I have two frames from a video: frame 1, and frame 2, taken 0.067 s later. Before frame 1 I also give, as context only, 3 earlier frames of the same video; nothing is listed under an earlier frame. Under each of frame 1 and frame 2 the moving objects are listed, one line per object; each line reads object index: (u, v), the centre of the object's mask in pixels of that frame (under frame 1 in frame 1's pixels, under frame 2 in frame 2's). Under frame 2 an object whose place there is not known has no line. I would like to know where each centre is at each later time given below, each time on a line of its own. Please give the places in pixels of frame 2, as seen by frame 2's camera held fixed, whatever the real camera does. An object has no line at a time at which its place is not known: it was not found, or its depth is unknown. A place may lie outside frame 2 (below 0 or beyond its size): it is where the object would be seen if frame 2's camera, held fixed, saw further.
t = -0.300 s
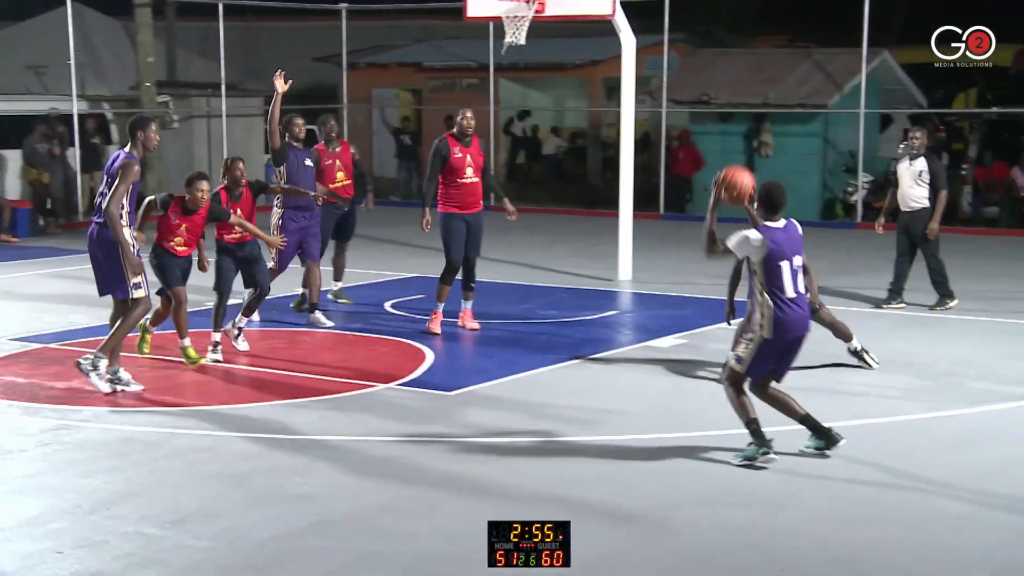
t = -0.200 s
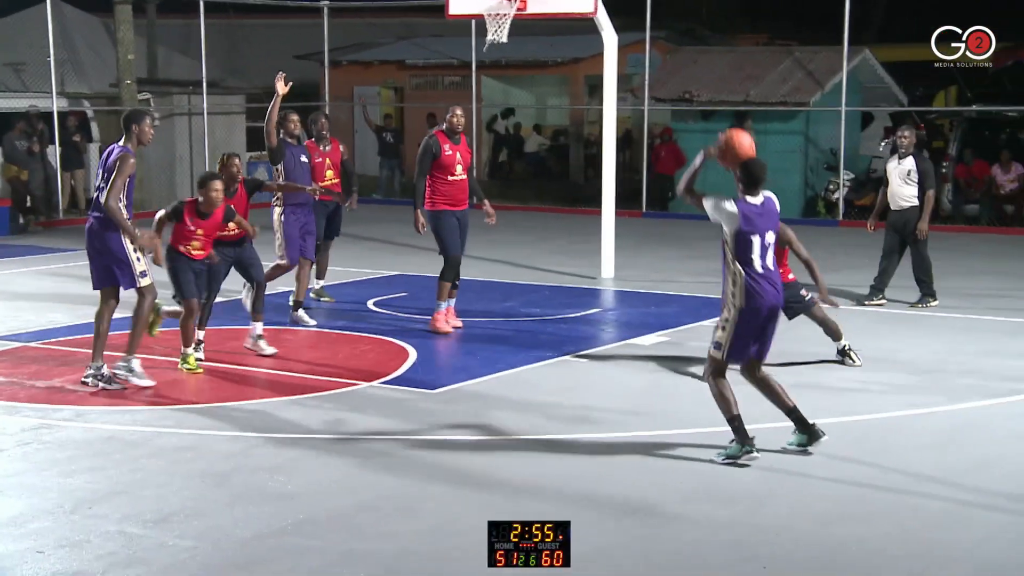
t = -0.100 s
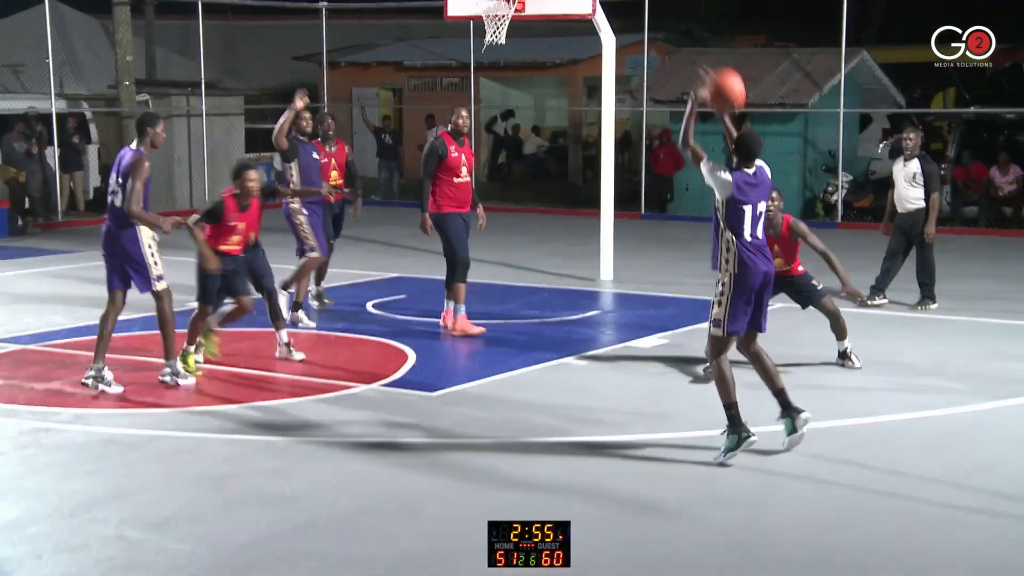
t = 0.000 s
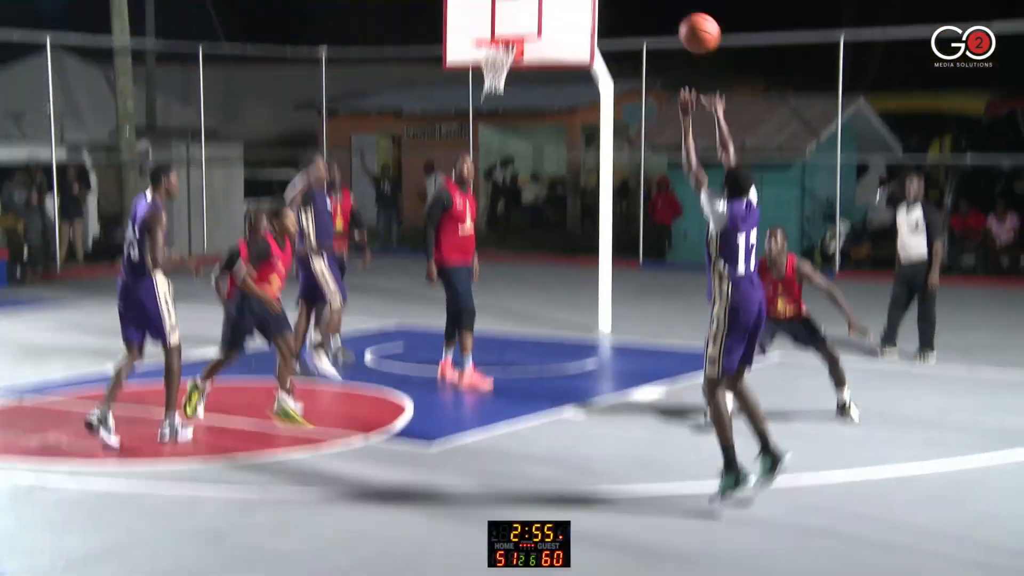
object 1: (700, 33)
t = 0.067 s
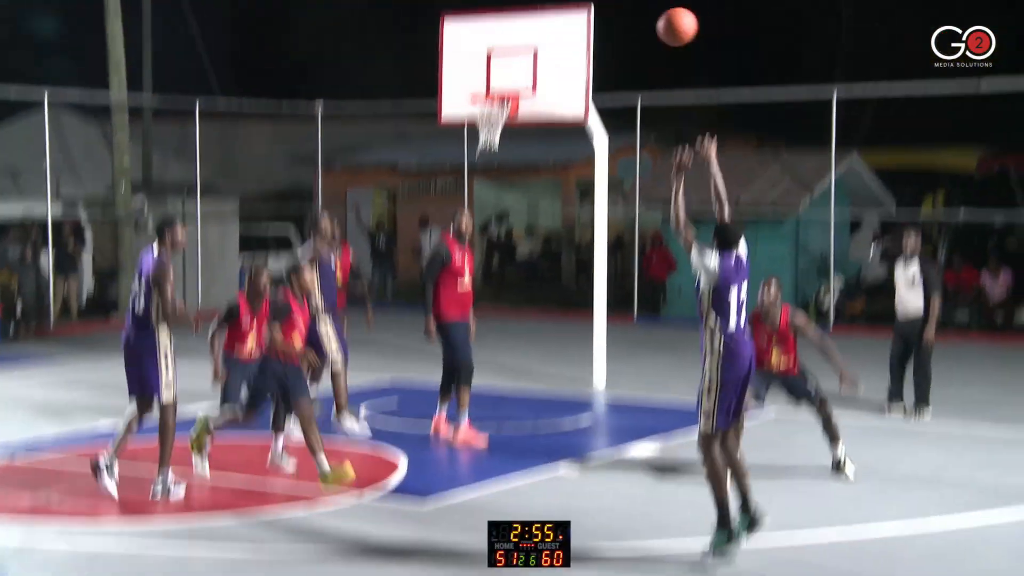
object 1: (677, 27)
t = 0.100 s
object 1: (670, -2)
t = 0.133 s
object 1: (662, -28)
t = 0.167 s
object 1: (654, -48)
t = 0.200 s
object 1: (646, -65)
